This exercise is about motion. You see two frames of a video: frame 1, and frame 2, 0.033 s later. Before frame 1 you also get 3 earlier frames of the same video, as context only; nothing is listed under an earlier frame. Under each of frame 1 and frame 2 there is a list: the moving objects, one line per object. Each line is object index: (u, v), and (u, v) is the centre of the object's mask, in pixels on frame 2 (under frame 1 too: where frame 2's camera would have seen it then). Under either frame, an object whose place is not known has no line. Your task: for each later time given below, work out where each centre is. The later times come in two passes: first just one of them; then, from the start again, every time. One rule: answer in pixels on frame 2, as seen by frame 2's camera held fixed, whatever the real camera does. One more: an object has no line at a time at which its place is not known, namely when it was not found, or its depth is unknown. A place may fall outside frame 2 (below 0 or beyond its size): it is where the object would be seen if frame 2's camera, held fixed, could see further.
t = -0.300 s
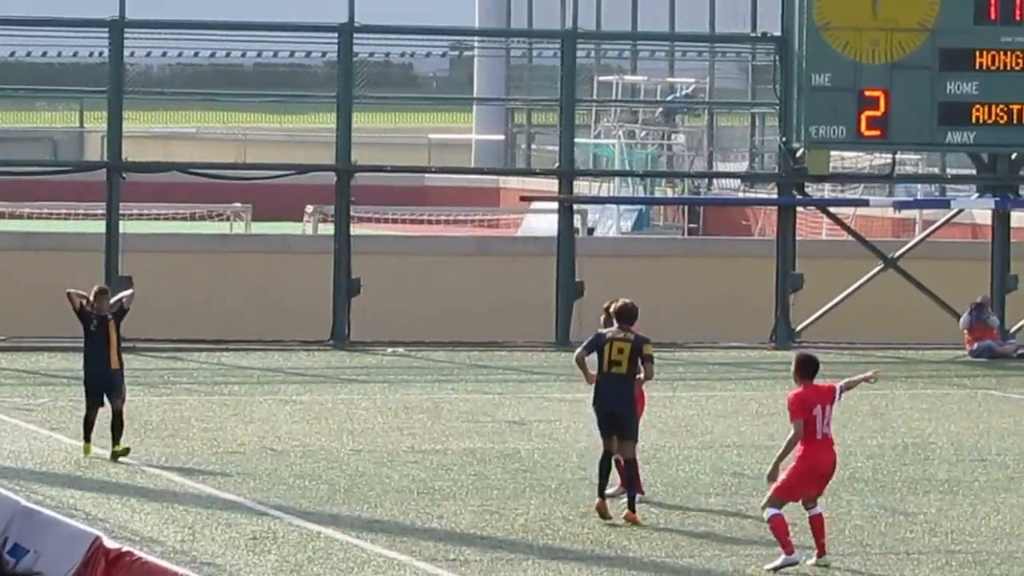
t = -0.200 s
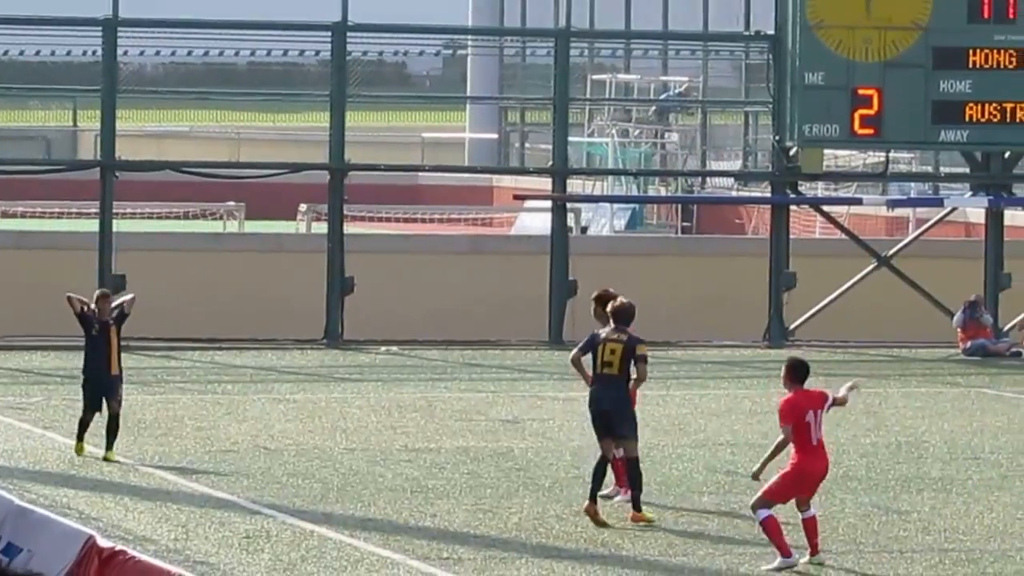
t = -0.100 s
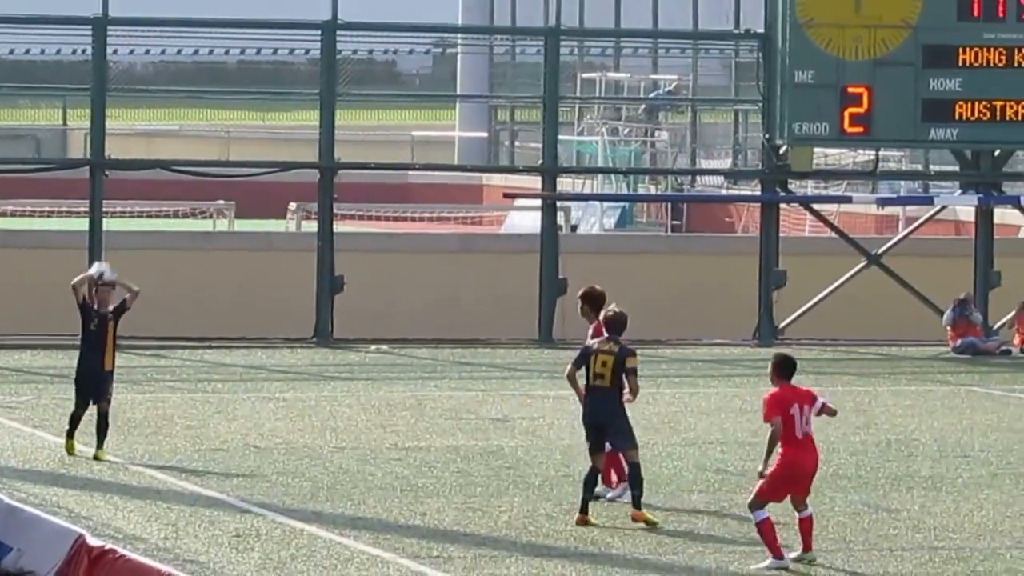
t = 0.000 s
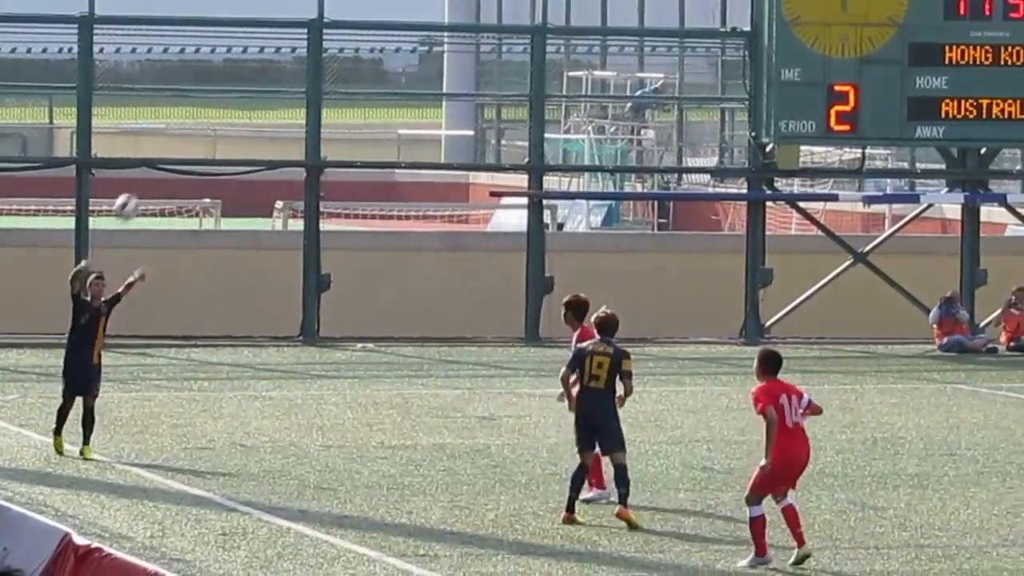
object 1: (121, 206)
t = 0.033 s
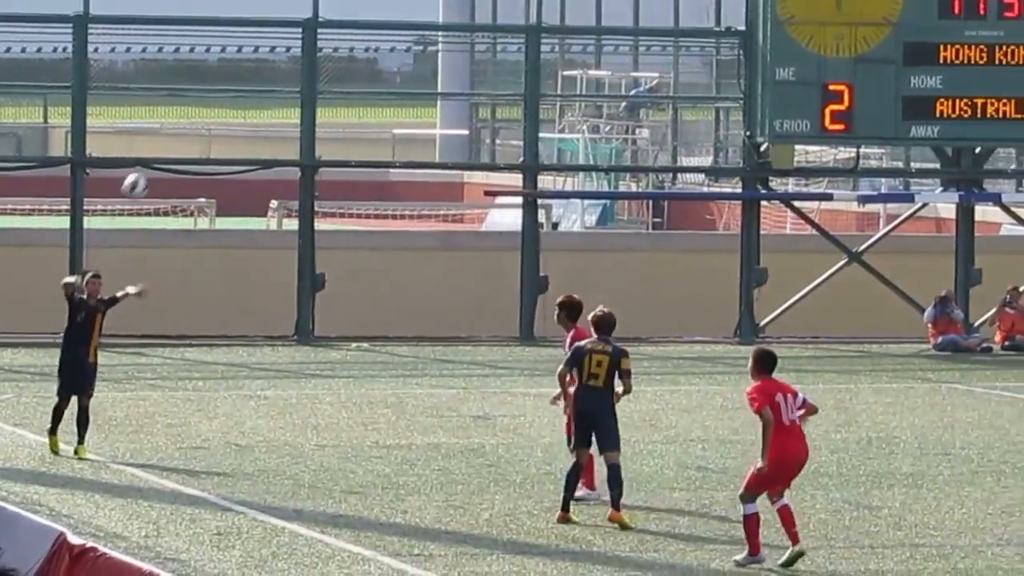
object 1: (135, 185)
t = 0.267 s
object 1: (238, 75)
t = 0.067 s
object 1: (148, 166)
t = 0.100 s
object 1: (164, 149)
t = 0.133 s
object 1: (178, 132)
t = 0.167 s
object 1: (193, 116)
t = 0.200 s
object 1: (208, 102)
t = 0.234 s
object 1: (223, 88)
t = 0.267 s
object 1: (238, 75)
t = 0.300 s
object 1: (254, 64)
